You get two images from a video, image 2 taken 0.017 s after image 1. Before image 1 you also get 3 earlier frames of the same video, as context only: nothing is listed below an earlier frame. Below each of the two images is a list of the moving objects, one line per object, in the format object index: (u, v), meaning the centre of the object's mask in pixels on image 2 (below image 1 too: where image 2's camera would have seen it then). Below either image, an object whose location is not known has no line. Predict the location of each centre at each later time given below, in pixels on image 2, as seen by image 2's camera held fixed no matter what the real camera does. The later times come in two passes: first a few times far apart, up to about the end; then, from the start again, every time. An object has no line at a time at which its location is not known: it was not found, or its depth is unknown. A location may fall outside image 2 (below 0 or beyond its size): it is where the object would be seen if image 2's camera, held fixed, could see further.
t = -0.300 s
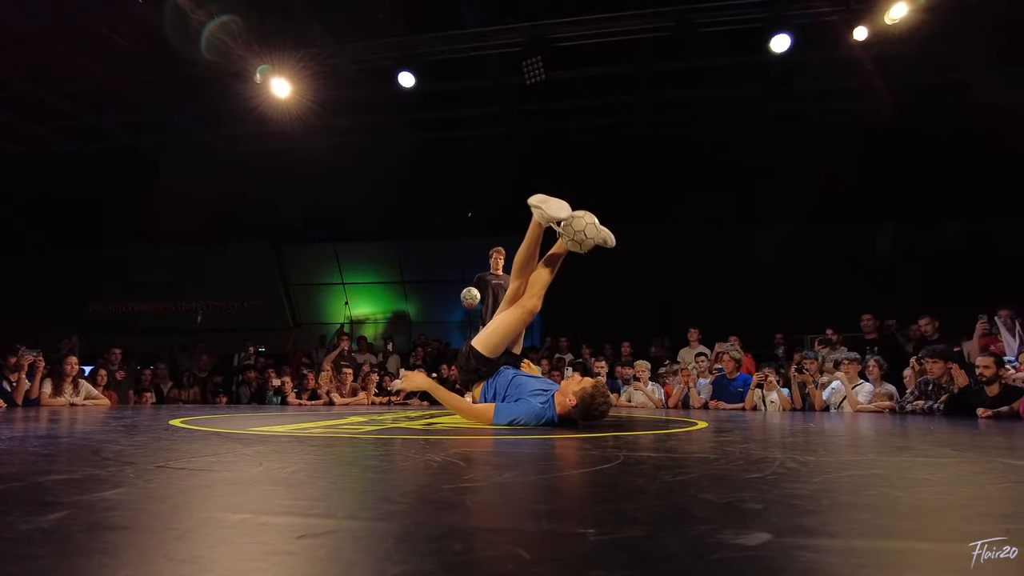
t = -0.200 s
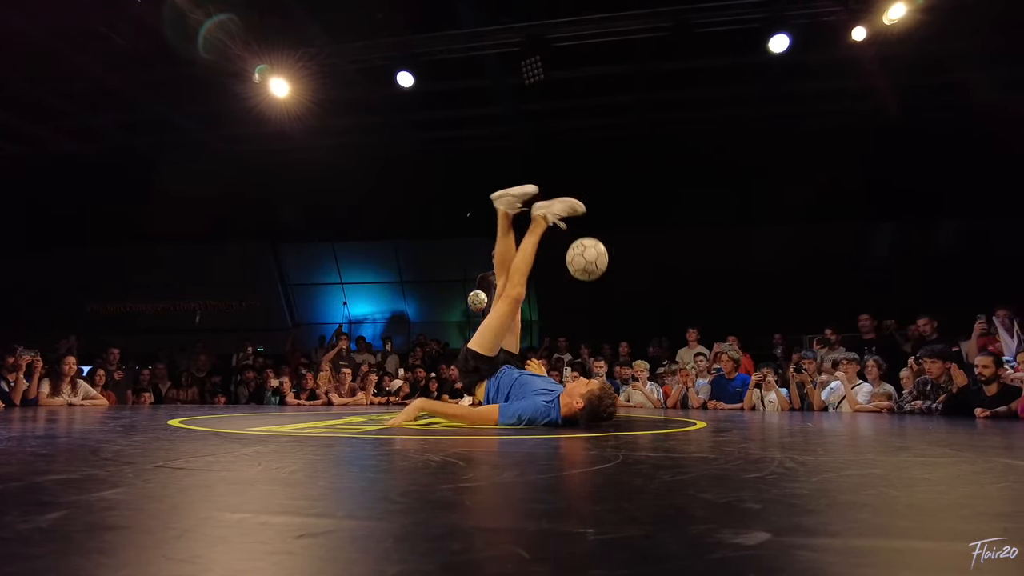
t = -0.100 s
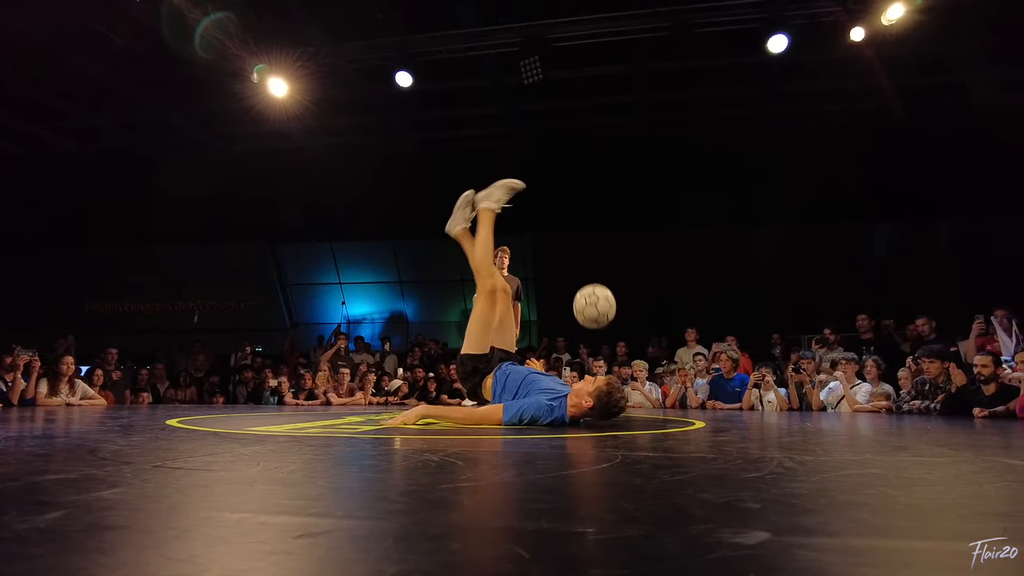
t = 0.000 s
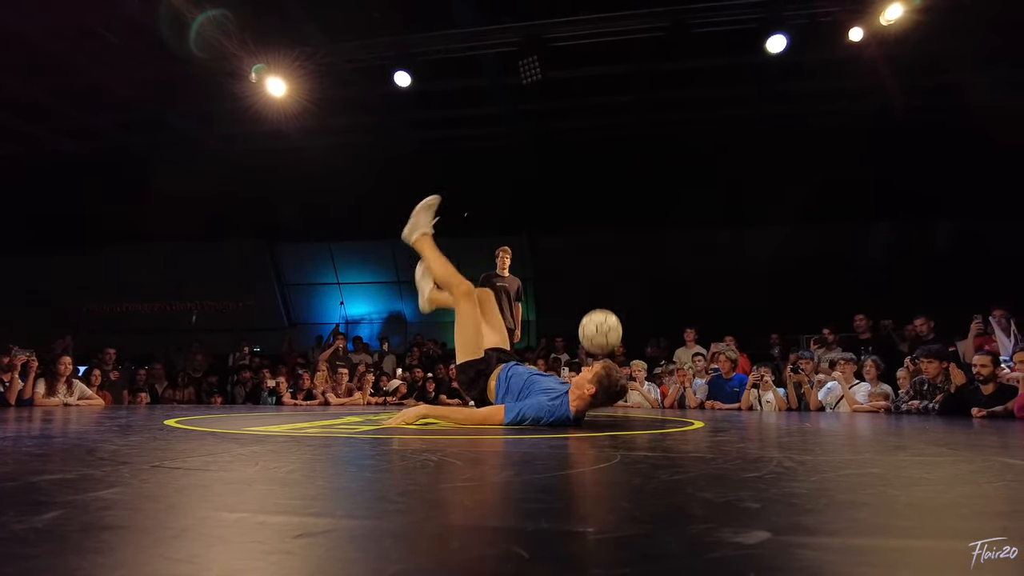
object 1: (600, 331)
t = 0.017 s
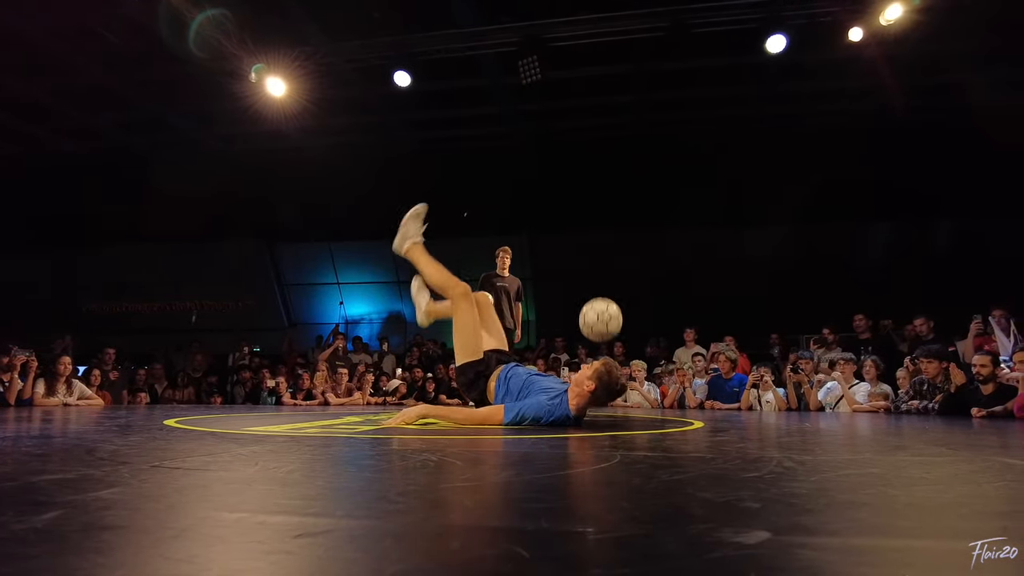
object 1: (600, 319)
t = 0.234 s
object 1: (609, 215)
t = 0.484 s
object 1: (619, 200)
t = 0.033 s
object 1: (601, 308)
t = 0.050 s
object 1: (601, 298)
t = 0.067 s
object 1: (602, 287)
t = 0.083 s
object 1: (603, 278)
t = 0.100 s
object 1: (603, 269)
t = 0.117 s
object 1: (604, 260)
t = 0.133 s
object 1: (605, 252)
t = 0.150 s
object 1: (605, 245)
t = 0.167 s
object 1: (606, 238)
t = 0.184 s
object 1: (607, 231)
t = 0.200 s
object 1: (607, 225)
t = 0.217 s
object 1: (608, 220)
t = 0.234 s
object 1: (609, 215)
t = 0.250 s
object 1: (609, 210)
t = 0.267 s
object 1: (610, 206)
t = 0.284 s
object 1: (611, 203)
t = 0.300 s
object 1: (611, 200)
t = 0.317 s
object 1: (612, 198)
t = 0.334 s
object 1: (613, 196)
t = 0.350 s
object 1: (613, 194)
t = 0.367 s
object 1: (614, 193)
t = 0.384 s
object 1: (615, 193)
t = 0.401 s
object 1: (616, 193)
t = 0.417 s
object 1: (616, 193)
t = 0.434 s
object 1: (617, 194)
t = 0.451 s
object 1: (618, 196)
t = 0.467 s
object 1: (618, 197)
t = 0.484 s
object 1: (619, 200)
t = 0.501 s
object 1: (620, 203)
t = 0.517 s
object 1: (621, 206)
